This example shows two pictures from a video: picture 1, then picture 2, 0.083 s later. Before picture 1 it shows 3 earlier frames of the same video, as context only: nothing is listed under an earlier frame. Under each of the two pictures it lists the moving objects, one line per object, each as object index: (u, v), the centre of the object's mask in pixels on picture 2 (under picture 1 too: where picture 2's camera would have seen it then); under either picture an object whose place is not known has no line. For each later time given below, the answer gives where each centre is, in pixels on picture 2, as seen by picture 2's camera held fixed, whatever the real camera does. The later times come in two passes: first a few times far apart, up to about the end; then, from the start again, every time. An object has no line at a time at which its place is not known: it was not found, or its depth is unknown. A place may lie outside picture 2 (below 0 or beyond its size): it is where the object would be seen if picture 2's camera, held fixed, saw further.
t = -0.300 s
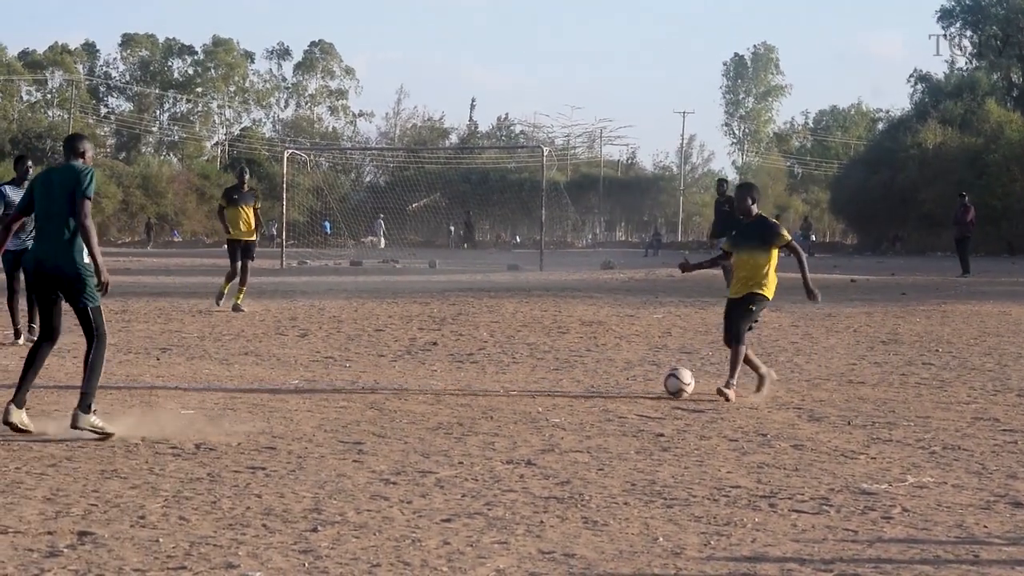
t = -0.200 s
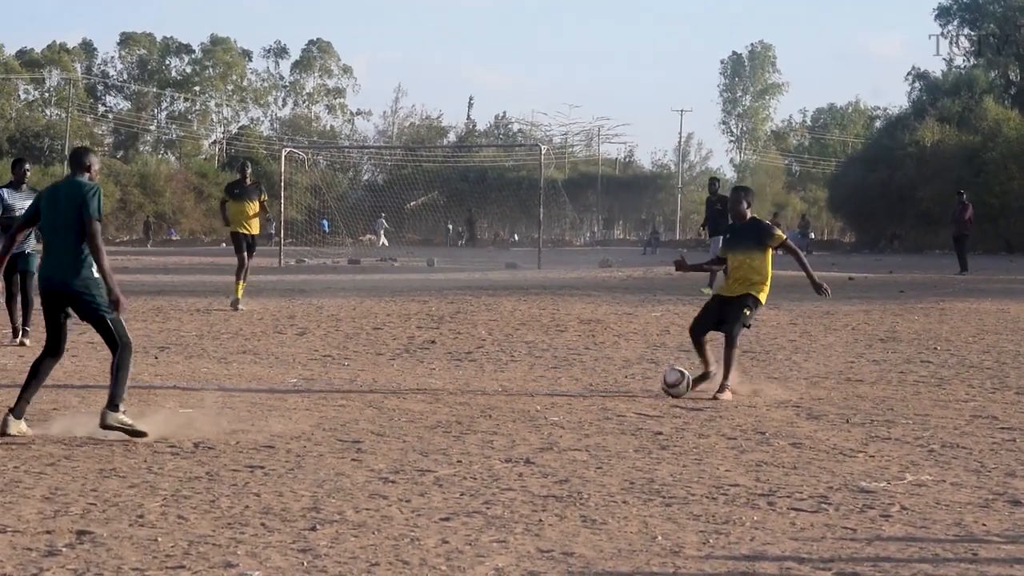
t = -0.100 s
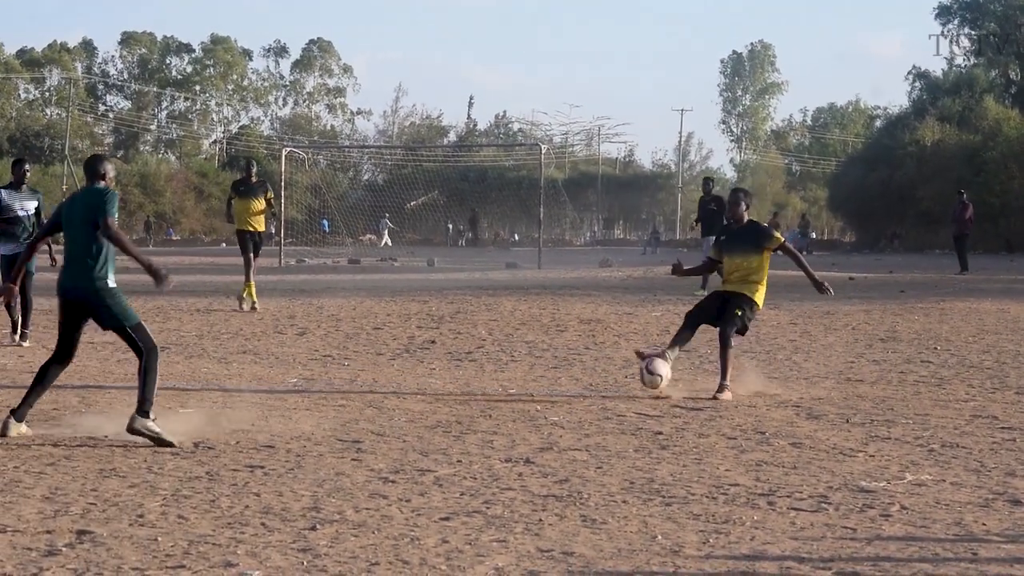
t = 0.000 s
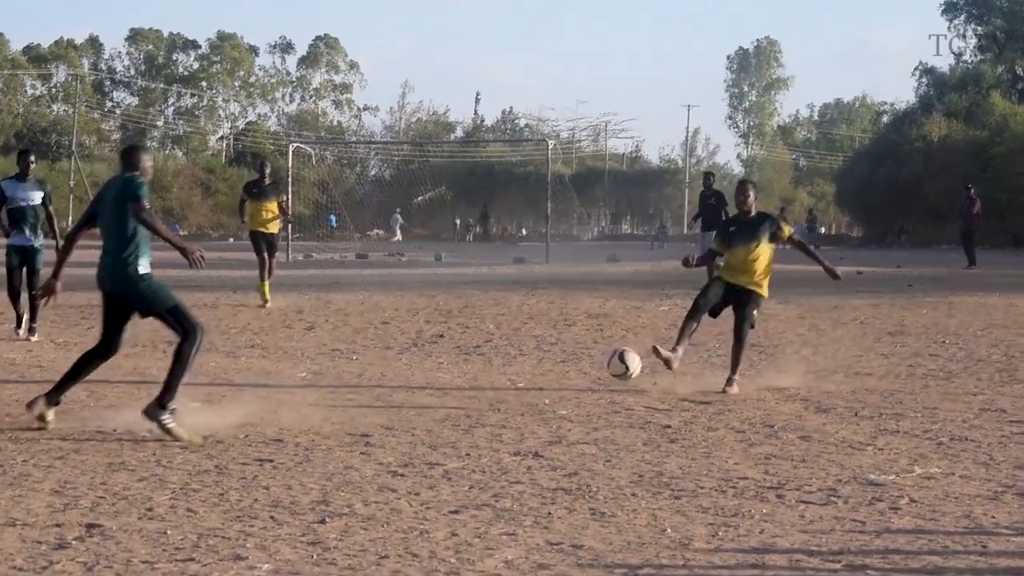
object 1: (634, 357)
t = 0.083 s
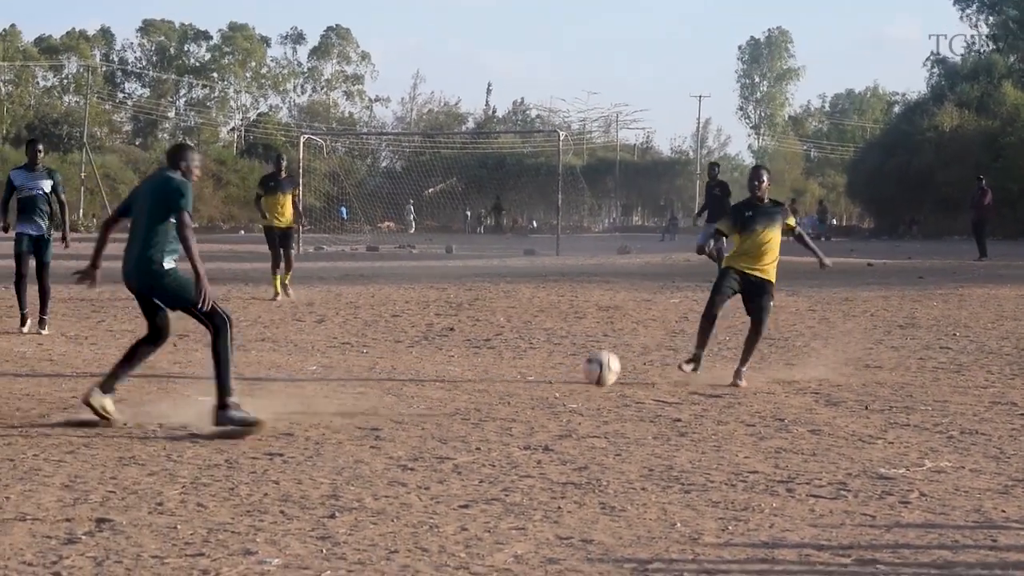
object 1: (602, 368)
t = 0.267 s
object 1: (532, 414)
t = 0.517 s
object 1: (446, 429)
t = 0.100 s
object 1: (595, 373)
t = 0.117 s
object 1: (589, 377)
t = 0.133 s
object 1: (581, 382)
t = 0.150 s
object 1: (574, 388)
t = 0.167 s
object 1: (568, 395)
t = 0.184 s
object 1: (562, 402)
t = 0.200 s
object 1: (554, 411)
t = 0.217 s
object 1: (548, 419)
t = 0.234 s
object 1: (541, 421)
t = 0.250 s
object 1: (536, 417)
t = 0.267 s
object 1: (532, 414)
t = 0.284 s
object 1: (526, 410)
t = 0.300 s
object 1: (521, 407)
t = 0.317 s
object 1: (515, 405)
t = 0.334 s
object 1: (510, 404)
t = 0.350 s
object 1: (505, 403)
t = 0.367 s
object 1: (499, 403)
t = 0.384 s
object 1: (494, 403)
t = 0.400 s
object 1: (487, 404)
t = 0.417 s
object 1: (482, 405)
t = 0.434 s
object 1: (476, 407)
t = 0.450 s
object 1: (470, 410)
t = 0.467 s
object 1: (465, 415)
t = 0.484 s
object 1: (459, 418)
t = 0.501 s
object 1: (454, 423)
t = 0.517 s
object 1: (446, 429)
